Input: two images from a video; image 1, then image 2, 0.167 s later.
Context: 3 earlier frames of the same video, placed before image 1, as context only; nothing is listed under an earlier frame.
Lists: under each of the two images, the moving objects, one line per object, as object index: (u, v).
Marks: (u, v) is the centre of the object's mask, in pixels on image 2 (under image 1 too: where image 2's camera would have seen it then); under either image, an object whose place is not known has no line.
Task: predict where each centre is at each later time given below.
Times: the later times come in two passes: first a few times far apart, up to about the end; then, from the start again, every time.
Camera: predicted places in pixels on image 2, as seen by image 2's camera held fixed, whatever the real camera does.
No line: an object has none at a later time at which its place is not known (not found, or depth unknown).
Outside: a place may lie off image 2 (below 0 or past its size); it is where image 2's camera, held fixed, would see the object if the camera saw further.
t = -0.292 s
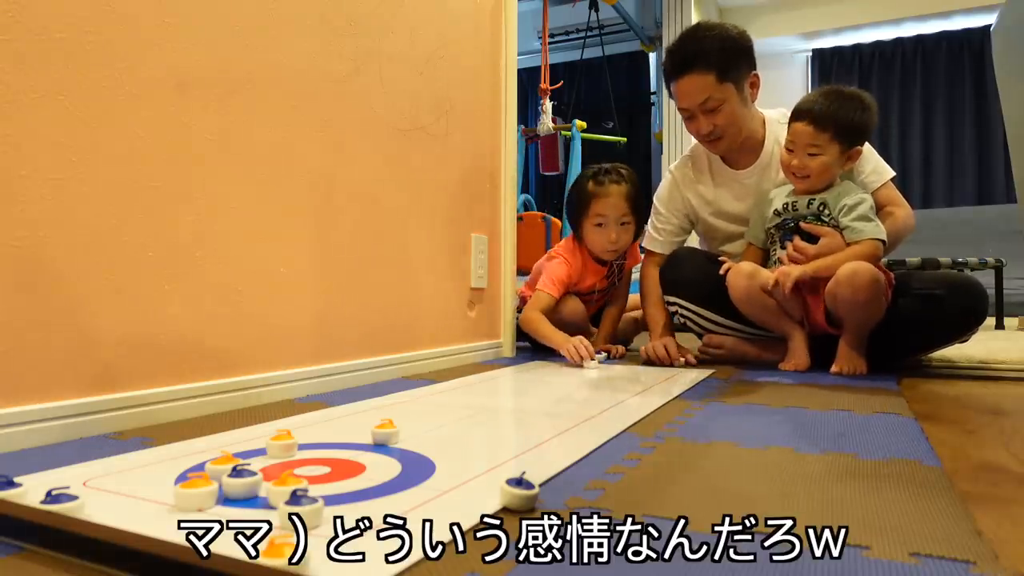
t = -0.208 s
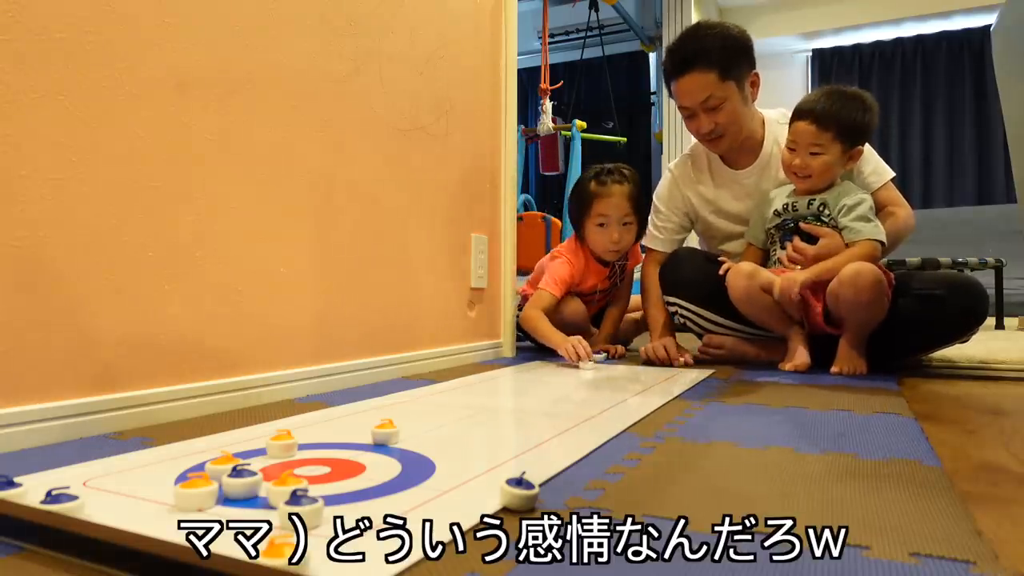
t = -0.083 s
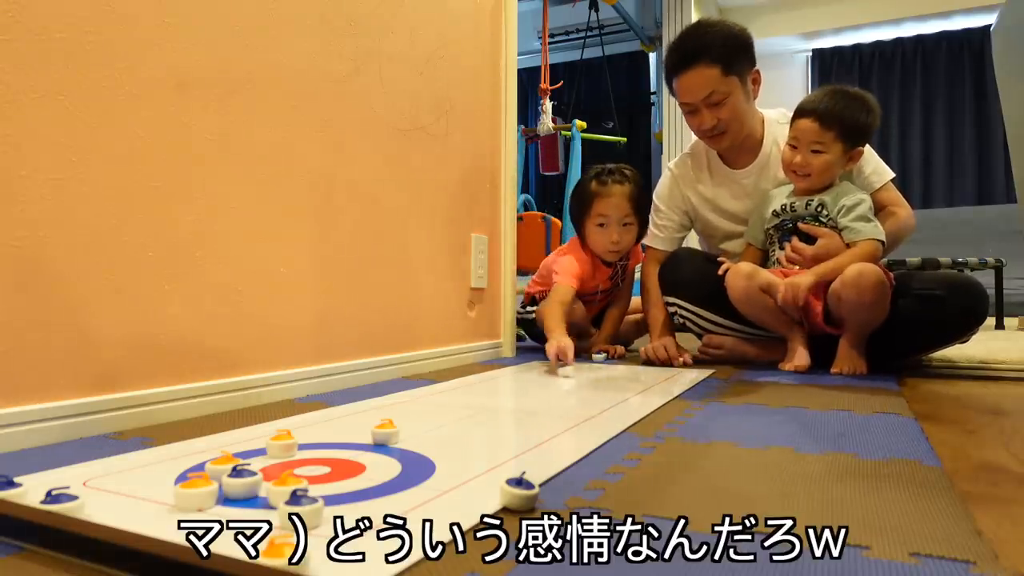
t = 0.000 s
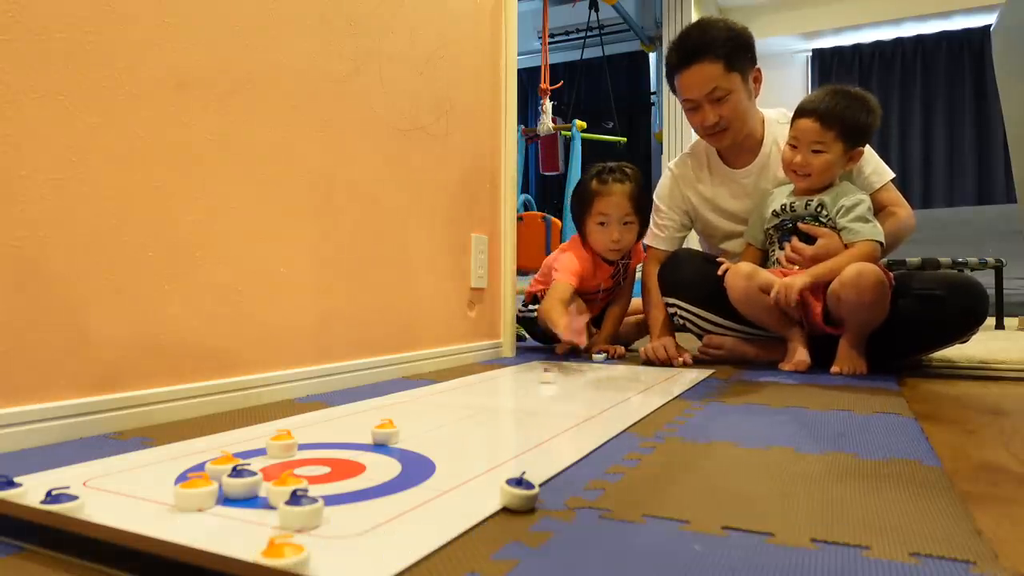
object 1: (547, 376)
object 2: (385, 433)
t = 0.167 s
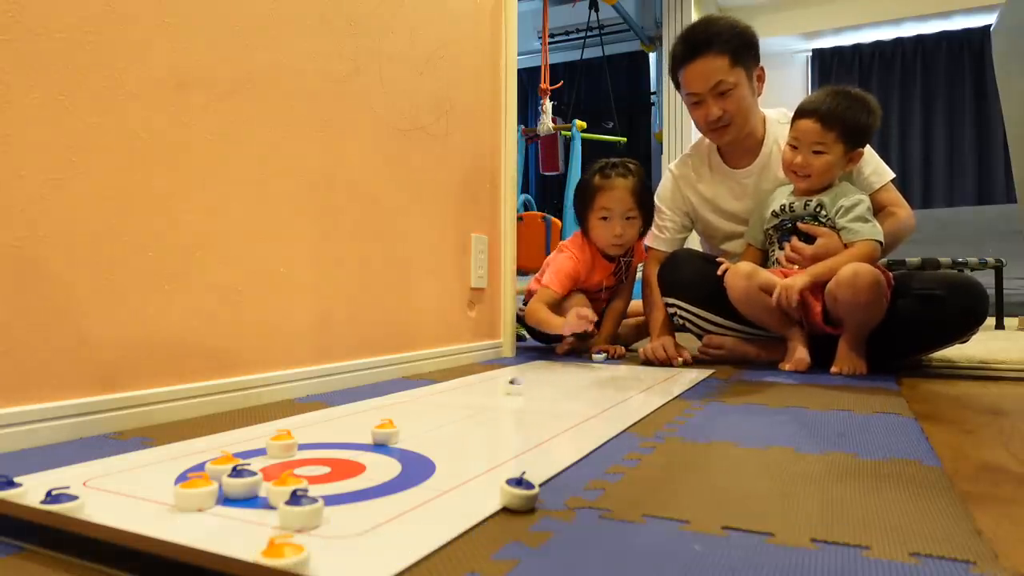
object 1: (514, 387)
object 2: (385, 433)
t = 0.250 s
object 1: (494, 394)
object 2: (385, 433)
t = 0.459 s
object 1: (438, 413)
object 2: (385, 432)
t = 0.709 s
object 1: (383, 429)
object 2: (364, 443)
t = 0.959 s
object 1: (361, 435)
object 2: (326, 461)
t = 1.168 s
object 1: (359, 435)
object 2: (306, 471)
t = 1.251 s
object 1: (359, 435)
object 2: (300, 473)
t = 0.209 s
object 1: (503, 391)
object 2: (385, 433)
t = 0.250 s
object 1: (494, 394)
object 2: (385, 433)
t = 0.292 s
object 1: (484, 398)
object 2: (385, 433)
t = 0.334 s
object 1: (473, 402)
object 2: (385, 433)
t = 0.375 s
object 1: (462, 405)
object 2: (385, 433)
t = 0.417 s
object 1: (451, 409)
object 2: (385, 432)
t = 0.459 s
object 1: (438, 413)
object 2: (385, 432)
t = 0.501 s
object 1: (426, 418)
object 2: (385, 432)
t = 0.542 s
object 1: (414, 422)
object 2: (385, 432)
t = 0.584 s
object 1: (404, 425)
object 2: (385, 433)
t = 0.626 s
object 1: (396, 426)
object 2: (379, 434)
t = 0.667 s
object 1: (390, 428)
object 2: (372, 438)
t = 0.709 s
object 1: (383, 429)
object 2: (364, 443)
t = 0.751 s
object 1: (378, 430)
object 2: (358, 446)
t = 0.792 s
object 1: (373, 432)
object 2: (351, 448)
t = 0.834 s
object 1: (368, 433)
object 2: (344, 452)
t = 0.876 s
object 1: (365, 434)
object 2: (337, 456)
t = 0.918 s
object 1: (362, 434)
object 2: (332, 459)
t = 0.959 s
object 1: (361, 435)
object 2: (326, 461)
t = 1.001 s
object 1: (360, 435)
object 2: (321, 464)
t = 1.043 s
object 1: (359, 435)
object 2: (317, 466)
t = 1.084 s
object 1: (360, 435)
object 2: (312, 470)
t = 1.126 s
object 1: (359, 435)
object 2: (309, 471)
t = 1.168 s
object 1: (359, 435)
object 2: (306, 471)
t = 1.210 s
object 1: (359, 435)
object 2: (303, 472)
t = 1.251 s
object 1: (359, 435)
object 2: (300, 473)
